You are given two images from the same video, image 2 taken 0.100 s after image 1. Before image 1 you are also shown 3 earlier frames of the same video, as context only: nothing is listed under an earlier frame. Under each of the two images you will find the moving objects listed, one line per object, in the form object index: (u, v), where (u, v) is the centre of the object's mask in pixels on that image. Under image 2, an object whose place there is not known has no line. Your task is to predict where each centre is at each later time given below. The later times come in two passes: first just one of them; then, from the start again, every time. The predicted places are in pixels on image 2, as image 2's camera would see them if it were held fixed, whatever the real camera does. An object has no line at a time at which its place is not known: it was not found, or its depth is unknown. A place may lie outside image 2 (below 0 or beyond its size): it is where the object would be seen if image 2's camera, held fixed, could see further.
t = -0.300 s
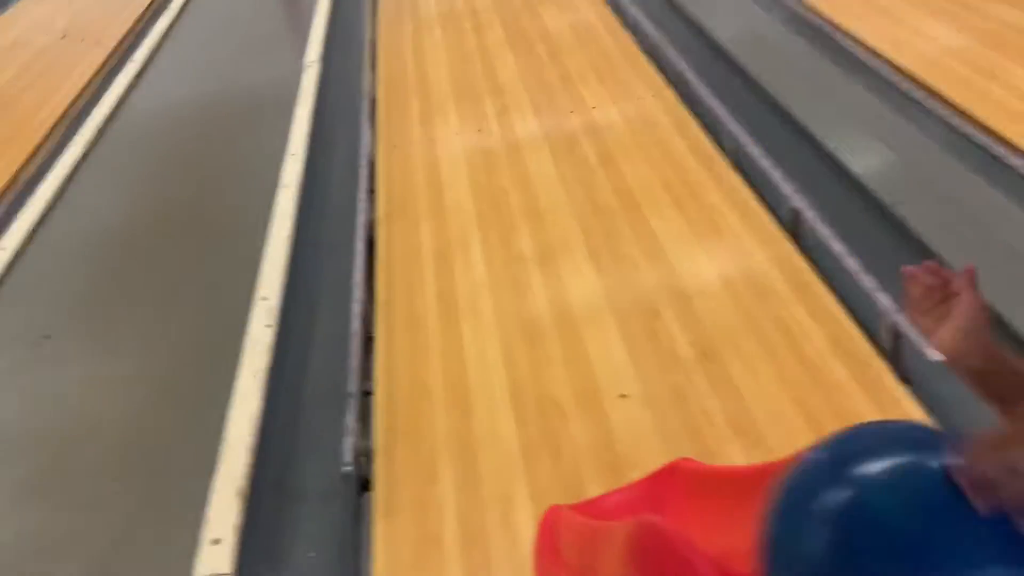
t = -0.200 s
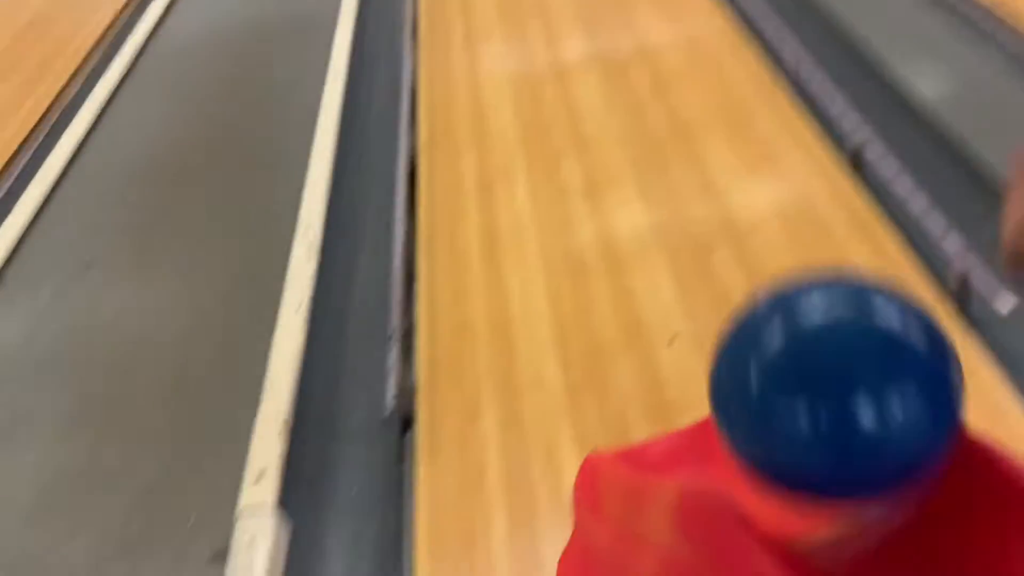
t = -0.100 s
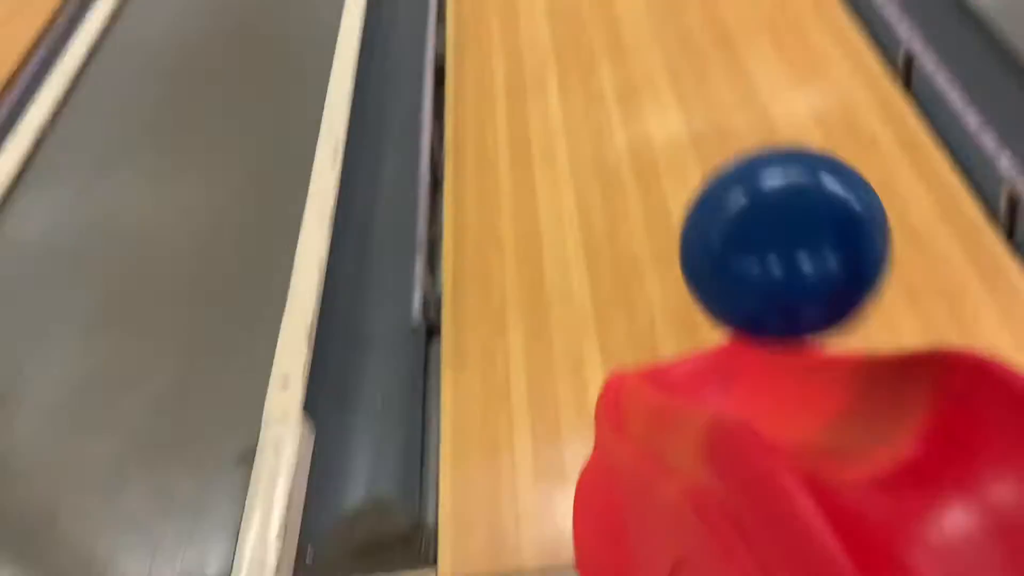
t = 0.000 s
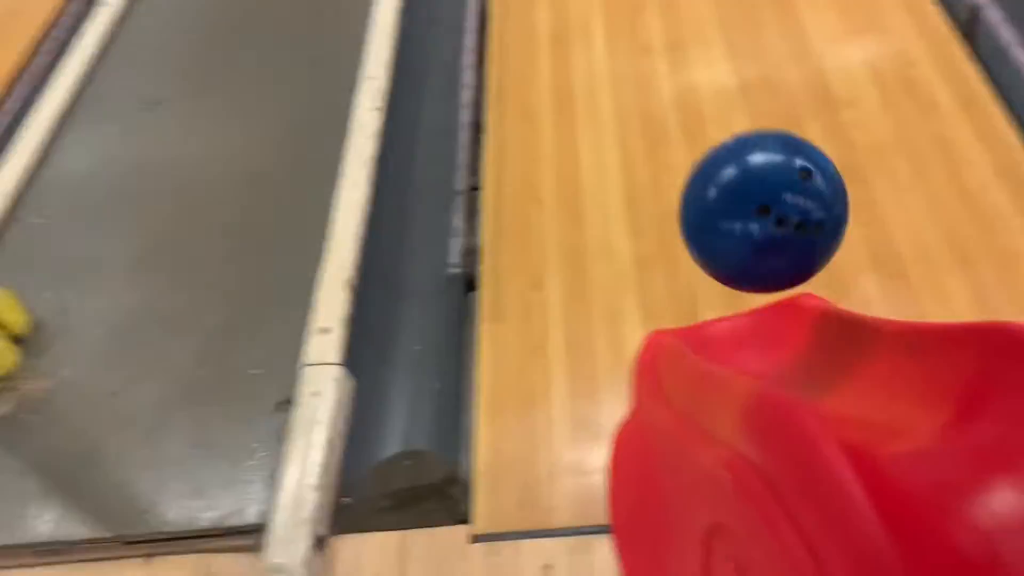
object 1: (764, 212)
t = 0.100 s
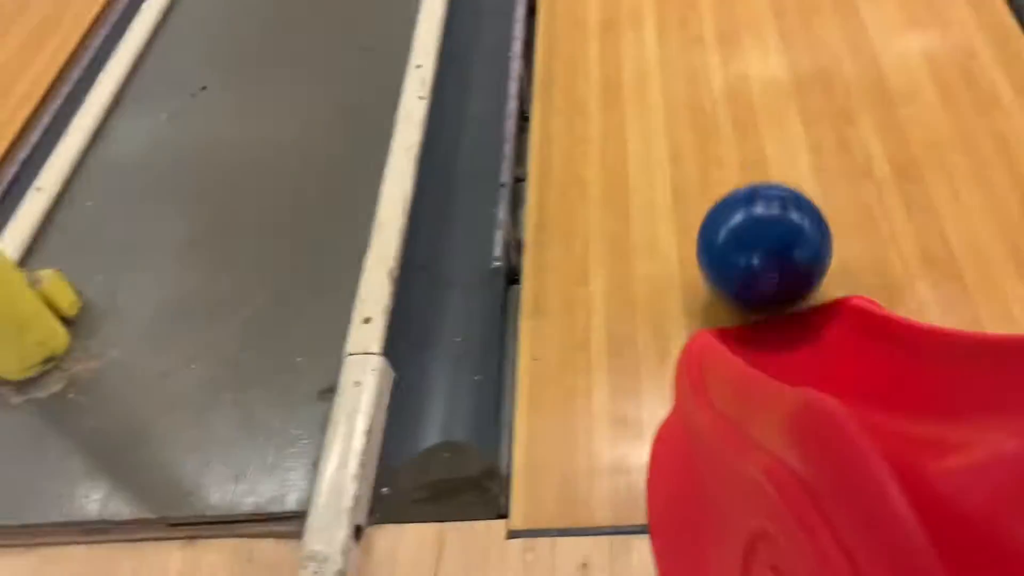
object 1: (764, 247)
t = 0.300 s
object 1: (706, 119)
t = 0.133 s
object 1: (753, 212)
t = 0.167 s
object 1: (743, 184)
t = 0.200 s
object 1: (733, 159)
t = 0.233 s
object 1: (723, 141)
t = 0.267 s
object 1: (714, 128)
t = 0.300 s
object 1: (706, 119)
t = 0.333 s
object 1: (699, 98)
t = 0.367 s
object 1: (692, 83)
